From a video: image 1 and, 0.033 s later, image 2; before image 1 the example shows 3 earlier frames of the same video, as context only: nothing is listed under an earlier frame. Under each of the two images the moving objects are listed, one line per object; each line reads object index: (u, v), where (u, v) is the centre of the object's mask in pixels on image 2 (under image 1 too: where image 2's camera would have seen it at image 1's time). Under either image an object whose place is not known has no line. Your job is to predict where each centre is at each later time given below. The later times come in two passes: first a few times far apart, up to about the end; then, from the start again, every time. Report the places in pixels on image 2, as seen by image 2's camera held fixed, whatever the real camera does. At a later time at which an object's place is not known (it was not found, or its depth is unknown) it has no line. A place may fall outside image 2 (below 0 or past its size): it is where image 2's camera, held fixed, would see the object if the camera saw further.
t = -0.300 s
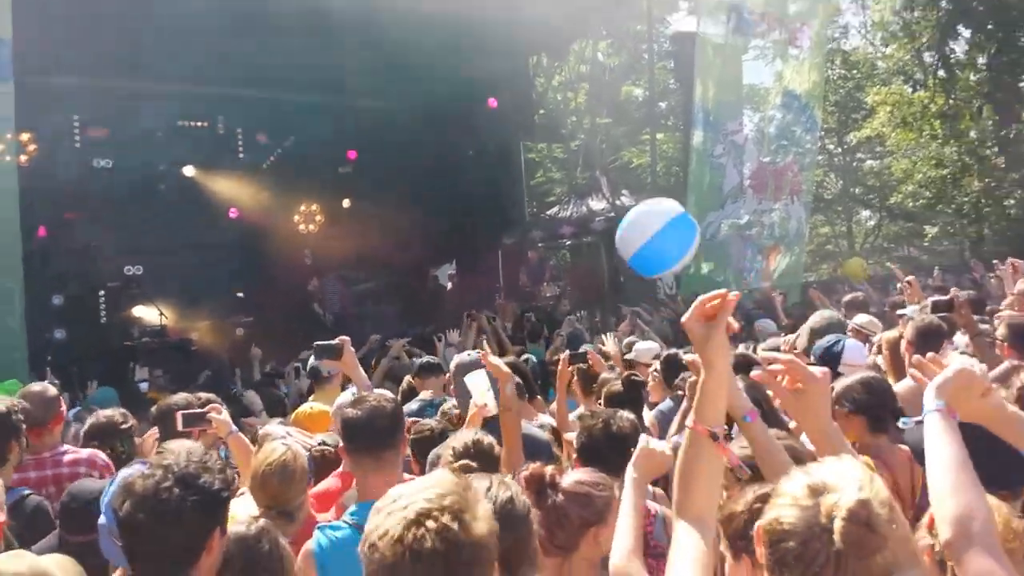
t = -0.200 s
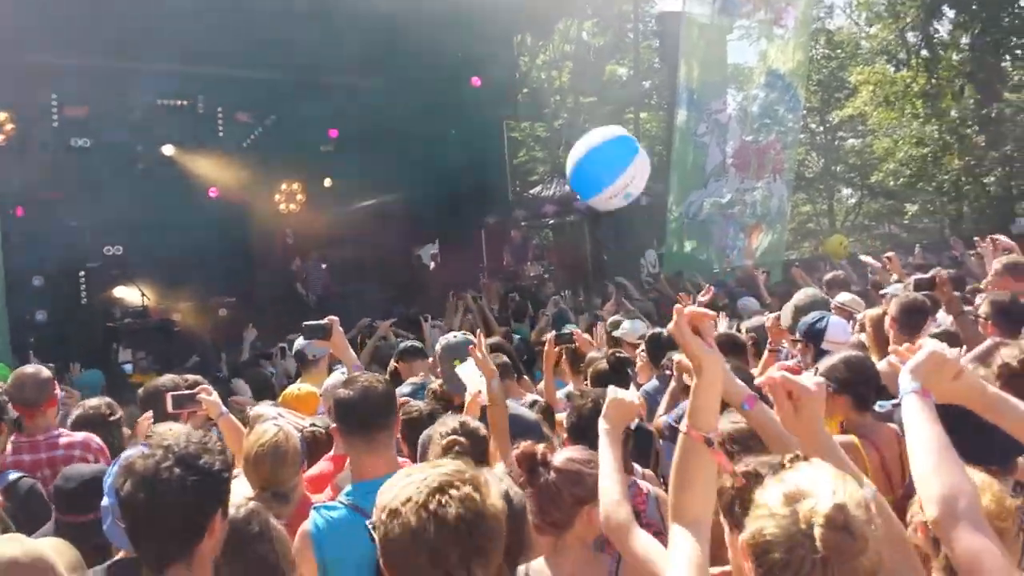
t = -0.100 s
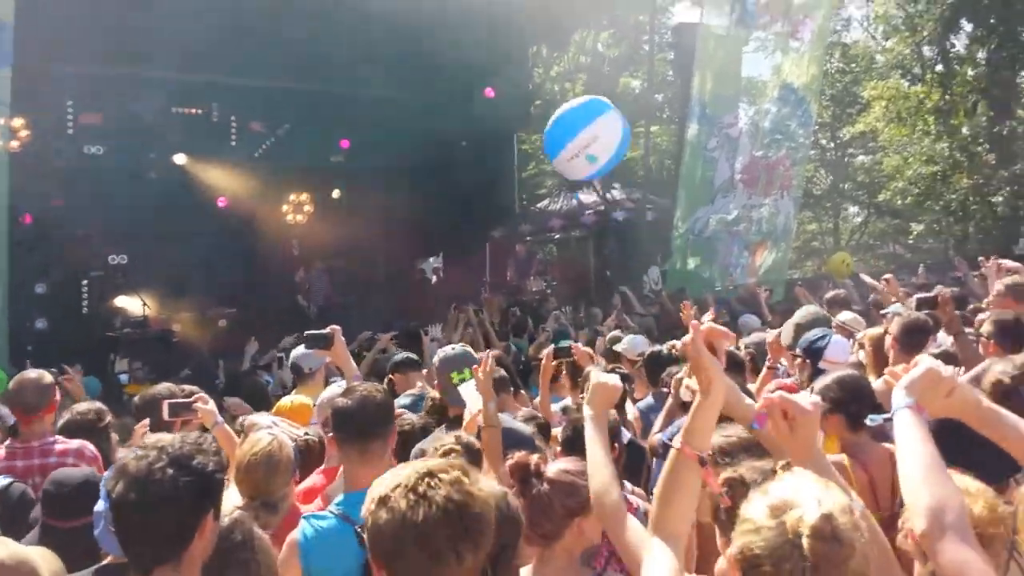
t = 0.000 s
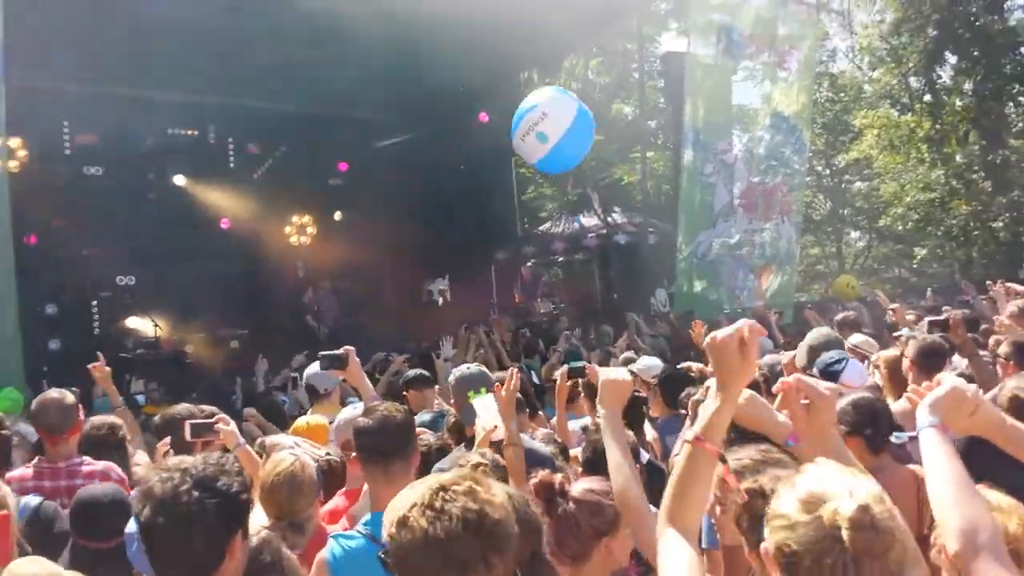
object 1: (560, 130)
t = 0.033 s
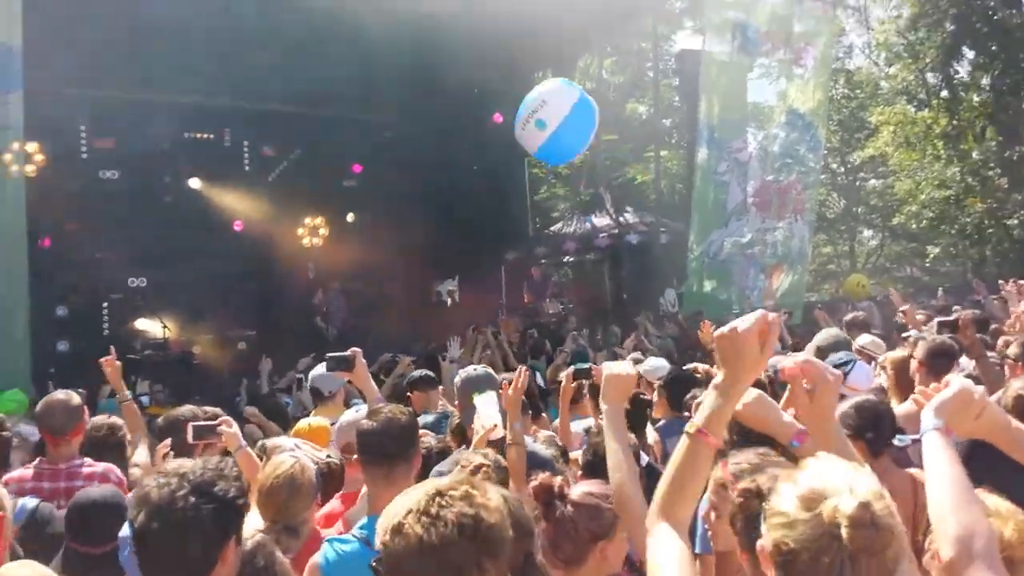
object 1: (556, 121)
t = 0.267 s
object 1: (496, 92)
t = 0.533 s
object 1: (453, 111)
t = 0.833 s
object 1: (413, 199)
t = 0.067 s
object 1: (554, 111)
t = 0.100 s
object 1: (540, 107)
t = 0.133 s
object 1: (528, 100)
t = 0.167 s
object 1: (515, 91)
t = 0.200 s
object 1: (511, 93)
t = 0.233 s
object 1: (506, 92)
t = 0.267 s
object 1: (496, 92)
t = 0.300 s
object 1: (491, 91)
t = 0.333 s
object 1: (482, 91)
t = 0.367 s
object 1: (477, 93)
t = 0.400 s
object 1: (477, 98)
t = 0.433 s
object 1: (468, 99)
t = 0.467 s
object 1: (455, 103)
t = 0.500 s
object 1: (455, 110)
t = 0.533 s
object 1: (453, 111)
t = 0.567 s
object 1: (444, 119)
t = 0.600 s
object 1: (439, 126)
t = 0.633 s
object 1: (435, 134)
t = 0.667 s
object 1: (431, 144)
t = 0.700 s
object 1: (424, 153)
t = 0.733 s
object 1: (421, 163)
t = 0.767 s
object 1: (421, 174)
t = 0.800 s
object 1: (416, 185)
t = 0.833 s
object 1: (413, 199)
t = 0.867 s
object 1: (409, 213)
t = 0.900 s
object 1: (405, 227)
